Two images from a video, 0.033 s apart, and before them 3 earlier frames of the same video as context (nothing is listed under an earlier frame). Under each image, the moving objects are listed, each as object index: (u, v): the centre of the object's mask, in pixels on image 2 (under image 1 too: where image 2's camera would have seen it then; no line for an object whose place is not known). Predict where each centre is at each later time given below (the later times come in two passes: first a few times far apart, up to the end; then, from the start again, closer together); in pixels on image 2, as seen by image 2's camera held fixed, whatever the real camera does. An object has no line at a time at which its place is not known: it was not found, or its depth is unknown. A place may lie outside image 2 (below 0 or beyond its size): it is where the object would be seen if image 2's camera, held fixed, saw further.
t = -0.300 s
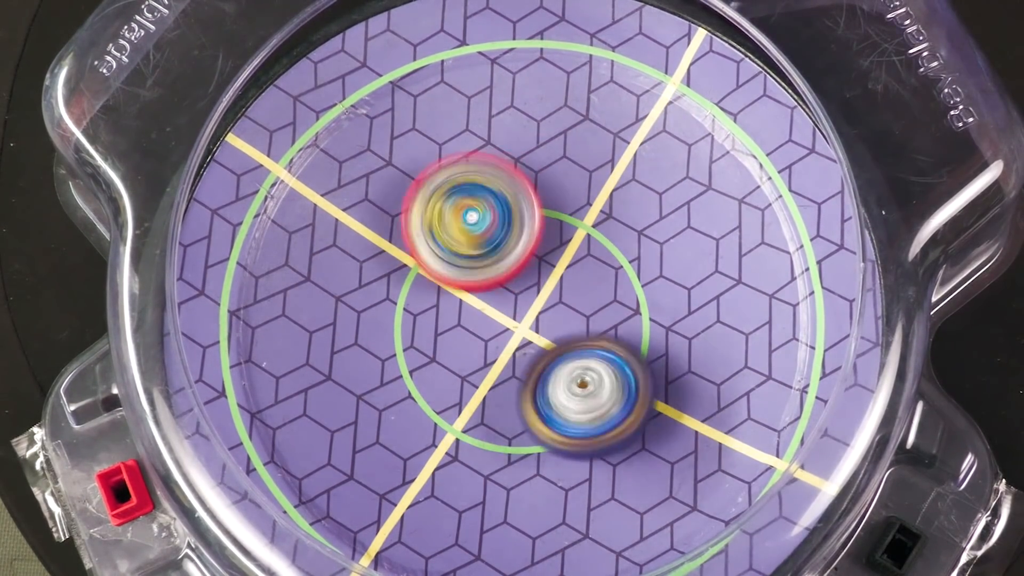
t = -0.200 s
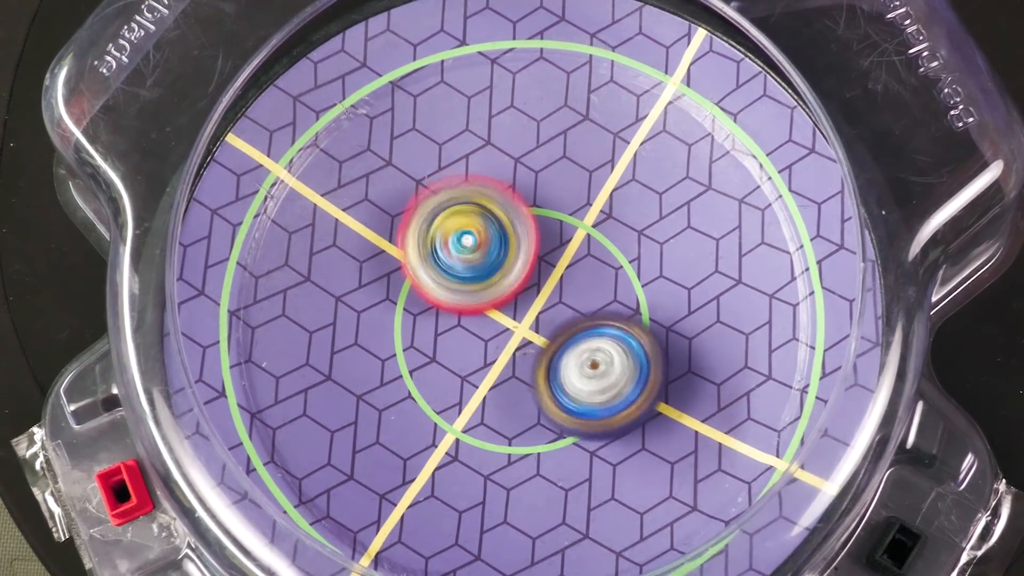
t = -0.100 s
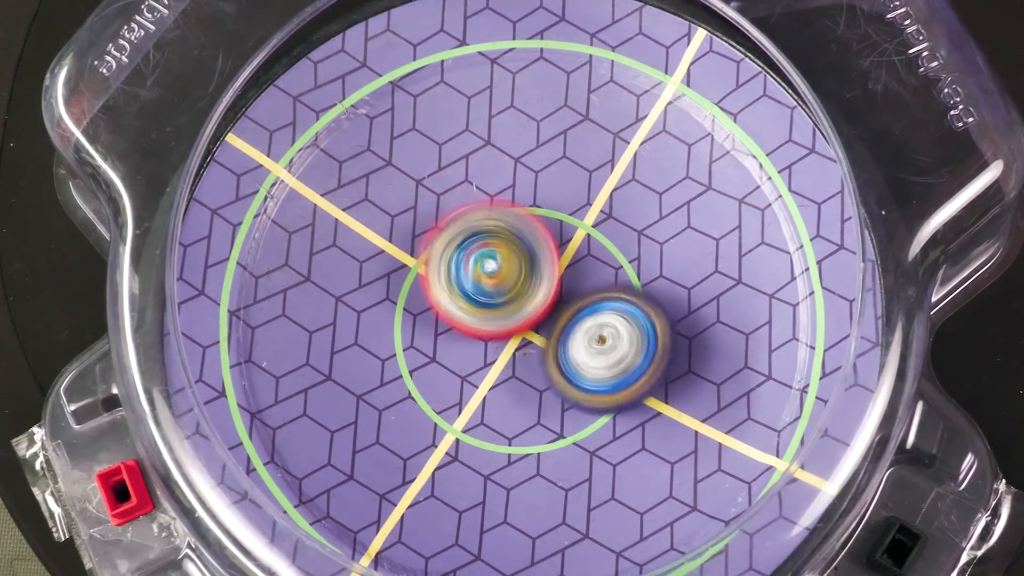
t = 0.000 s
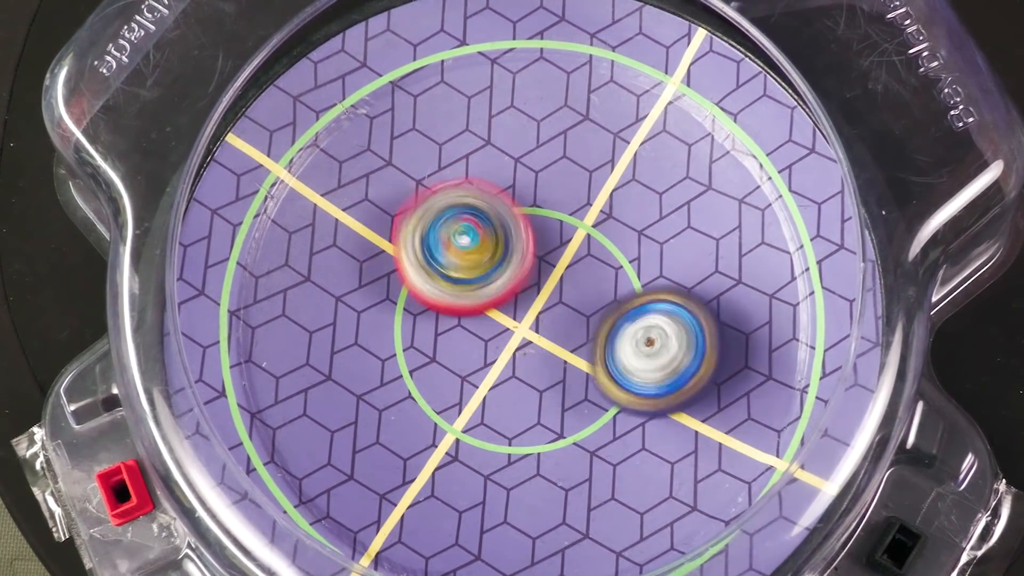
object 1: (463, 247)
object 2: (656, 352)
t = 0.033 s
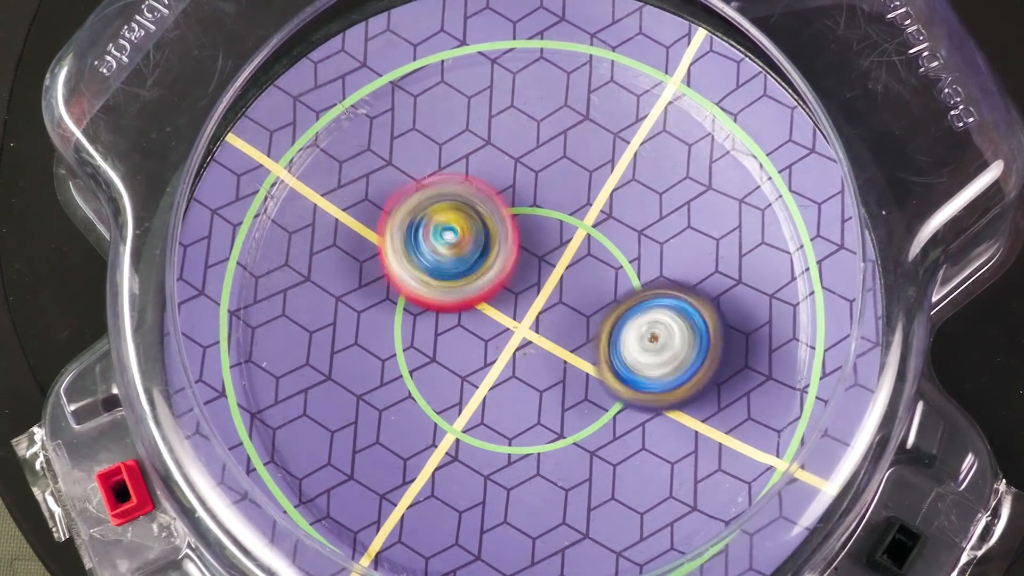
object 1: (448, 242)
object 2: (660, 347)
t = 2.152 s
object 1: (484, 335)
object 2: (572, 182)
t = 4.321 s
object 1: (458, 282)
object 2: (606, 284)
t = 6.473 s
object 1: (468, 349)
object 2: (608, 252)
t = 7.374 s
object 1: (474, 353)
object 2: (585, 257)
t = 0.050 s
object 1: (441, 241)
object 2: (659, 344)
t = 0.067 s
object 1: (434, 241)
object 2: (660, 341)
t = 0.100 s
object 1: (420, 243)
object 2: (658, 334)
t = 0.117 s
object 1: (415, 245)
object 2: (656, 330)
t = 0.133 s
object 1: (410, 248)
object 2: (654, 327)
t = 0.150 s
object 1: (405, 252)
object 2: (653, 323)
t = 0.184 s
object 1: (399, 263)
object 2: (648, 316)
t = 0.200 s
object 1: (399, 268)
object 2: (646, 311)
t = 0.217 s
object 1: (400, 275)
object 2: (643, 307)
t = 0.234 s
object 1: (401, 282)
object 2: (640, 304)
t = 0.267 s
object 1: (410, 293)
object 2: (634, 296)
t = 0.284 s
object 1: (415, 297)
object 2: (630, 291)
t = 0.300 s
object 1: (423, 301)
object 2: (627, 289)
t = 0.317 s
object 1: (431, 304)
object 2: (623, 284)
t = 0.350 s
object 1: (447, 307)
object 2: (616, 276)
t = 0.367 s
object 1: (457, 309)
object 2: (611, 273)
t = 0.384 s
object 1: (465, 308)
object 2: (607, 271)
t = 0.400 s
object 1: (473, 306)
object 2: (603, 266)
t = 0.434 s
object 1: (460, 313)
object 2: (617, 251)
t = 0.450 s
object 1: (452, 318)
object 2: (627, 243)
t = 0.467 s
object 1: (447, 323)
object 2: (636, 237)
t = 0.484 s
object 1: (443, 328)
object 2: (643, 230)
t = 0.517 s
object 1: (438, 340)
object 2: (653, 221)
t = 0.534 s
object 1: (438, 346)
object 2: (656, 217)
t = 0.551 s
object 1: (439, 352)
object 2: (657, 217)
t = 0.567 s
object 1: (441, 358)
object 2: (657, 215)
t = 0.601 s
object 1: (449, 368)
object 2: (653, 216)
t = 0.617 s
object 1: (454, 371)
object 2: (649, 216)
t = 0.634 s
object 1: (459, 373)
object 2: (645, 217)
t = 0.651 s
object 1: (468, 373)
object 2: (640, 217)
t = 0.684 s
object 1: (481, 370)
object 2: (631, 219)
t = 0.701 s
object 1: (488, 367)
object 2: (625, 219)
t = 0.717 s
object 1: (494, 363)
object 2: (620, 221)
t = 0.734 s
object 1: (498, 360)
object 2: (614, 222)
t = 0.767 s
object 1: (509, 348)
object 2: (603, 224)
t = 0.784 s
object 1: (512, 342)
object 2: (597, 225)
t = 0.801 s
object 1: (514, 338)
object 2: (592, 225)
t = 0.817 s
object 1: (503, 347)
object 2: (595, 213)
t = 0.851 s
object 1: (488, 365)
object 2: (606, 182)
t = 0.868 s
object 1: (482, 372)
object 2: (611, 171)
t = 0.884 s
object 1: (479, 377)
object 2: (613, 161)
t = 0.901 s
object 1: (477, 383)
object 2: (615, 153)
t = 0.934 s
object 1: (473, 396)
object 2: (617, 146)
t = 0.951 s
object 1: (472, 400)
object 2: (617, 146)
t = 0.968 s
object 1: (471, 407)
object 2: (616, 147)
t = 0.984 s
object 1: (470, 412)
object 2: (614, 149)
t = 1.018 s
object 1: (473, 422)
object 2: (609, 153)
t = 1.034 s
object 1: (475, 426)
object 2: (606, 157)
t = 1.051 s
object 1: (478, 428)
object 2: (603, 159)
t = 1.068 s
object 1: (481, 430)
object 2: (600, 162)
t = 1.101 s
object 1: (487, 432)
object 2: (593, 170)
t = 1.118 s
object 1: (492, 431)
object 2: (589, 174)
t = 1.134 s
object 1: (496, 429)
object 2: (585, 178)
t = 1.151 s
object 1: (500, 425)
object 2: (580, 183)
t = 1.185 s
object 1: (506, 416)
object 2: (571, 193)
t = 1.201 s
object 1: (509, 411)
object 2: (566, 199)
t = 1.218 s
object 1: (511, 407)
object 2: (562, 204)
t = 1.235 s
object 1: (513, 400)
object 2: (557, 210)
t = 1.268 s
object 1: (517, 386)
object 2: (548, 222)
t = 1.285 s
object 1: (517, 380)
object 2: (543, 229)
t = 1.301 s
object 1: (517, 374)
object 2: (538, 236)
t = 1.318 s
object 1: (512, 387)
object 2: (536, 228)
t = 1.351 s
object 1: (506, 411)
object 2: (536, 199)
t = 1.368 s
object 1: (504, 419)
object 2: (534, 186)
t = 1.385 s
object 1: (503, 423)
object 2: (533, 177)
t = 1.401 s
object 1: (503, 430)
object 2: (533, 167)
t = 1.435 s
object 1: (506, 442)
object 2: (531, 157)
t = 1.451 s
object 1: (506, 448)
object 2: (530, 154)
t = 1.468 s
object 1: (507, 453)
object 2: (528, 152)
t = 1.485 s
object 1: (509, 457)
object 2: (528, 152)
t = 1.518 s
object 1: (516, 465)
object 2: (527, 154)
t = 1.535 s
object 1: (519, 467)
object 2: (528, 157)
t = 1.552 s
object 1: (521, 467)
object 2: (528, 160)
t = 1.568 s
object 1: (524, 467)
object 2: (529, 165)
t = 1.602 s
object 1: (530, 463)
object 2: (531, 171)
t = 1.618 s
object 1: (533, 459)
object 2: (532, 176)
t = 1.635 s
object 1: (534, 456)
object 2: (534, 180)
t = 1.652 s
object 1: (536, 450)
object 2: (535, 184)
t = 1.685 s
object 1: (540, 439)
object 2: (538, 192)
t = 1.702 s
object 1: (540, 433)
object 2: (539, 197)
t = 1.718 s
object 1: (541, 427)
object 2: (541, 202)
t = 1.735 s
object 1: (541, 422)
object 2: (542, 206)
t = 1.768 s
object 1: (539, 408)
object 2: (544, 215)
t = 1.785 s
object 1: (539, 399)
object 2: (545, 220)
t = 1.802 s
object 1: (539, 392)
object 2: (546, 226)
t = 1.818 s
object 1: (537, 387)
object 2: (549, 231)
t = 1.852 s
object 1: (535, 374)
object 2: (551, 238)
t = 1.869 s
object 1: (533, 379)
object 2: (552, 230)
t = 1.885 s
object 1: (529, 383)
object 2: (556, 217)
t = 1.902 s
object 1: (528, 383)
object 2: (556, 205)
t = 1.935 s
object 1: (522, 380)
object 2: (558, 189)
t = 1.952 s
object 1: (522, 377)
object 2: (559, 183)
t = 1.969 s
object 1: (520, 376)
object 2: (559, 180)
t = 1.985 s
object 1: (517, 372)
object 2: (561, 177)
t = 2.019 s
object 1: (511, 365)
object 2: (563, 175)
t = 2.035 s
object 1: (508, 360)
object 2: (564, 176)
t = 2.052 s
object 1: (505, 357)
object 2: (566, 177)
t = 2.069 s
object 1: (501, 353)
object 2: (567, 177)
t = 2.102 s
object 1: (494, 345)
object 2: (570, 179)
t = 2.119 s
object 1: (491, 342)
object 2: (570, 180)
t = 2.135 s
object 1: (488, 339)
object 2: (571, 181)
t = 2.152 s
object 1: (484, 335)
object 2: (572, 182)
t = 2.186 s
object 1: (476, 328)
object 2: (571, 183)
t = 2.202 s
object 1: (473, 325)
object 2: (572, 185)
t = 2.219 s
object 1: (470, 323)
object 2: (572, 186)
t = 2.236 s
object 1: (467, 319)
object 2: (571, 188)
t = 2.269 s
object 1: (460, 312)
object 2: (570, 191)
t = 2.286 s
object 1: (457, 309)
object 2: (569, 192)
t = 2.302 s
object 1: (453, 307)
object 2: (570, 194)
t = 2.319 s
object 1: (451, 304)
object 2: (570, 195)
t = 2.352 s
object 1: (446, 299)
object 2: (570, 198)
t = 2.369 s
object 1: (443, 296)
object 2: (571, 199)
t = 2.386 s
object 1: (440, 294)
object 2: (570, 200)
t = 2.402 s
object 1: (437, 291)
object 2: (570, 202)
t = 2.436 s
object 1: (434, 288)
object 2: (569, 204)
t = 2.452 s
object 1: (433, 287)
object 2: (569, 208)
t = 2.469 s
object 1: (433, 286)
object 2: (569, 210)
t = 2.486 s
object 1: (432, 285)
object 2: (569, 211)
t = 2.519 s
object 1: (434, 284)
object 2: (568, 217)
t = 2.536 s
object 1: (435, 283)
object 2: (567, 218)
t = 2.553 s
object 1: (437, 282)
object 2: (565, 221)
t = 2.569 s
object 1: (437, 282)
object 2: (566, 223)
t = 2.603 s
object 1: (432, 284)
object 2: (572, 222)
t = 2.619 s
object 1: (427, 287)
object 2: (580, 221)
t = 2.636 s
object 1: (423, 290)
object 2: (586, 221)
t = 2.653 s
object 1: (421, 293)
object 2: (589, 222)
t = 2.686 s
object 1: (417, 301)
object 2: (595, 225)
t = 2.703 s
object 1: (416, 305)
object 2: (596, 227)
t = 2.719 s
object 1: (416, 309)
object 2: (598, 229)
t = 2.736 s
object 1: (418, 313)
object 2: (599, 231)
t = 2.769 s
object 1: (425, 321)
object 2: (601, 235)
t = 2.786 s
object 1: (428, 323)
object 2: (602, 237)
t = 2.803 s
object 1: (431, 325)
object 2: (603, 239)
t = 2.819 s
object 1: (436, 325)
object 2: (604, 241)
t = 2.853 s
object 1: (448, 328)
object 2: (605, 244)
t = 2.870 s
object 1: (452, 328)
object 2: (606, 247)
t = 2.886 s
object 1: (457, 329)
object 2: (607, 249)
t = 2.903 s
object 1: (462, 327)
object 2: (607, 251)
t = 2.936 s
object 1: (475, 326)
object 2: (607, 256)
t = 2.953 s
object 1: (480, 326)
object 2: (607, 257)
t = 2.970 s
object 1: (479, 328)
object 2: (612, 255)
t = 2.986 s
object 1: (475, 328)
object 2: (617, 251)
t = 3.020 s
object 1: (480, 332)
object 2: (627, 248)
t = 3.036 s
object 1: (480, 335)
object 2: (629, 248)
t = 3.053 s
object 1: (482, 336)
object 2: (631, 248)
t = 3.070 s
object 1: (484, 336)
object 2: (631, 248)
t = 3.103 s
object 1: (489, 340)
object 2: (631, 248)
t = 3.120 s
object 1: (492, 341)
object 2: (631, 249)
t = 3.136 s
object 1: (496, 341)
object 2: (630, 249)
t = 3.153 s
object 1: (497, 342)
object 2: (630, 250)
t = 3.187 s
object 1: (505, 340)
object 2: (628, 253)
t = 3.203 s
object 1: (508, 341)
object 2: (627, 254)
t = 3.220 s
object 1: (509, 340)
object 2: (626, 255)
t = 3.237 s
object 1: (511, 338)
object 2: (626, 256)
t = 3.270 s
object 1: (498, 345)
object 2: (641, 245)
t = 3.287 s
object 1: (491, 347)
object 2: (652, 239)
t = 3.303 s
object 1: (487, 349)
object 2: (661, 232)
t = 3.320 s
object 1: (485, 350)
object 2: (668, 226)
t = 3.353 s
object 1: (481, 352)
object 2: (677, 221)
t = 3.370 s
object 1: (481, 355)
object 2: (680, 218)
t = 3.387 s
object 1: (475, 357)
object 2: (681, 215)
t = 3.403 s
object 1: (469, 357)
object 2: (681, 215)
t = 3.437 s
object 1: (460, 356)
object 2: (681, 214)
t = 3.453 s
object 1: (457, 356)
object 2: (679, 215)
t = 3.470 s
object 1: (455, 355)
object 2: (677, 217)
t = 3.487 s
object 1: (452, 356)
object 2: (677, 219)
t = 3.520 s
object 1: (445, 354)
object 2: (671, 220)
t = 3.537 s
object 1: (441, 353)
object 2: (670, 222)
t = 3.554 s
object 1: (438, 350)
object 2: (668, 223)
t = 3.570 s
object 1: (434, 348)
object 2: (665, 225)
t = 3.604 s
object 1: (431, 345)
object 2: (658, 227)
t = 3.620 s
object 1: (429, 343)
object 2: (655, 227)
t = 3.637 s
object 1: (427, 340)
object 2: (650, 227)
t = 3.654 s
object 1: (425, 337)
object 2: (645, 230)
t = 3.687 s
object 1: (423, 330)
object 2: (636, 231)
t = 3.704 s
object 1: (423, 328)
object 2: (629, 232)
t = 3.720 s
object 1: (422, 325)
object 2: (624, 235)
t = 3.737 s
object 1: (423, 323)
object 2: (619, 238)
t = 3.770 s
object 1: (423, 317)
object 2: (605, 241)
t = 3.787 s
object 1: (423, 313)
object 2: (599, 244)
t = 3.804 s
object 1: (425, 310)
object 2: (593, 247)
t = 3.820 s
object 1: (427, 306)
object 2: (585, 251)
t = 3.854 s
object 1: (429, 300)
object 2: (569, 259)
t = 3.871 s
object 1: (430, 298)
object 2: (564, 262)
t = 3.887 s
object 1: (424, 296)
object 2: (567, 261)
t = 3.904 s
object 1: (417, 295)
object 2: (573, 261)
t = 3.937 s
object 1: (410, 290)
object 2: (590, 260)
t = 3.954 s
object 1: (410, 289)
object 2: (594, 260)
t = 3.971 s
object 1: (411, 289)
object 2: (599, 260)
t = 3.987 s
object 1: (410, 289)
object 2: (603, 260)
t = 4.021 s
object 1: (408, 289)
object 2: (606, 263)
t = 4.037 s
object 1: (408, 286)
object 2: (606, 264)
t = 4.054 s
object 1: (409, 284)
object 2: (607, 265)
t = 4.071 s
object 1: (412, 283)
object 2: (607, 268)
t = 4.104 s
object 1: (416, 282)
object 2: (606, 271)
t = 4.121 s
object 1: (417, 282)
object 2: (608, 272)
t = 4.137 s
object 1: (419, 281)
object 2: (608, 274)
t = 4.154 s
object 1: (422, 279)
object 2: (607, 275)
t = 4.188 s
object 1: (431, 277)
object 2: (607, 277)
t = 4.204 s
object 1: (436, 277)
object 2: (607, 279)
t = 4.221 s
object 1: (440, 277)
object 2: (607, 279)
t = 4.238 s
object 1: (444, 278)
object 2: (607, 279)
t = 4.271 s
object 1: (450, 280)
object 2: (605, 282)
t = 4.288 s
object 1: (453, 281)
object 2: (606, 282)
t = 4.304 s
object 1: (455, 281)
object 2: (606, 283)
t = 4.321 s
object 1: (458, 282)
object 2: (606, 284)
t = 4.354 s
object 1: (464, 284)
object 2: (606, 285)
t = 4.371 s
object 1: (464, 285)
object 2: (609, 285)
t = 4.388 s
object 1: (461, 283)
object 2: (613, 285)
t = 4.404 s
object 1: (462, 282)
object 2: (616, 284)
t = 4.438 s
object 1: (467, 281)
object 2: (620, 285)
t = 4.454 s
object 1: (471, 284)
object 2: (619, 286)
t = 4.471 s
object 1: (473, 288)
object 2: (620, 286)
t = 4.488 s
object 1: (472, 293)
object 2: (619, 286)
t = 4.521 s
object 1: (467, 298)
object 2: (618, 287)
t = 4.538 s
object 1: (468, 300)
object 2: (617, 287)
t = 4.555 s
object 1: (467, 299)
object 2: (616, 288)
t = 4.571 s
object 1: (470, 300)
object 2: (615, 290)
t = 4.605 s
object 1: (474, 305)
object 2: (614, 290)
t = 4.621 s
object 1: (474, 309)
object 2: (614, 290)
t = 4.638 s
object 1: (466, 313)
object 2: (621, 287)
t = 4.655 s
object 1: (457, 314)
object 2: (626, 285)
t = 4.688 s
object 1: (453, 315)
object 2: (631, 284)
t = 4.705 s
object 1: (452, 315)
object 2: (632, 282)
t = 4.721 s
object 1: (455, 317)
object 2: (632, 282)
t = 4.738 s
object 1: (455, 318)
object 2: (630, 282)
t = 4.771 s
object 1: (455, 323)
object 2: (630, 283)
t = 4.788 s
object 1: (454, 327)
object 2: (629, 283)
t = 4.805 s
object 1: (452, 328)
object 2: (629, 282)
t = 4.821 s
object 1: (449, 329)
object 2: (627, 283)
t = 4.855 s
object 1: (447, 329)
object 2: (626, 282)
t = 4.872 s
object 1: (448, 329)
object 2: (624, 281)
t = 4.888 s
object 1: (450, 329)
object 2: (623, 282)
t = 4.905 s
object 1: (451, 330)
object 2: (622, 282)
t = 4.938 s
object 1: (452, 332)
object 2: (619, 282)
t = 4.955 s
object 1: (452, 332)
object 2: (617, 282)
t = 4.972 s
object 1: (452, 331)
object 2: (614, 283)
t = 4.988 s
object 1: (455, 330)
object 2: (613, 284)
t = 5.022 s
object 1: (462, 328)
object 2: (606, 285)
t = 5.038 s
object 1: (464, 330)
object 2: (603, 286)
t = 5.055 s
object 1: (463, 332)
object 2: (602, 285)
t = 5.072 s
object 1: (460, 334)
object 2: (602, 283)
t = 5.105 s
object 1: (455, 332)
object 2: (600, 281)
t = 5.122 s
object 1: (457, 329)
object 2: (598, 282)
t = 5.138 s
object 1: (461, 329)
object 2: (596, 283)
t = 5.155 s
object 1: (462, 328)
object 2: (597, 283)
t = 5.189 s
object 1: (459, 335)
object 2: (598, 280)
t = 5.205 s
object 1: (453, 341)
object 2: (601, 276)
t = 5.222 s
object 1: (449, 344)
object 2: (602, 273)
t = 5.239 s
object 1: (445, 346)
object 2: (601, 272)
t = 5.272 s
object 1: (445, 346)
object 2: (600, 270)
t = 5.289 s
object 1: (445, 347)
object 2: (598, 271)
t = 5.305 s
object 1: (446, 349)
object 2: (597, 272)
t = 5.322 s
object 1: (449, 351)
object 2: (596, 274)
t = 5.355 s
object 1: (444, 354)
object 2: (595, 275)
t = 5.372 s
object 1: (442, 355)
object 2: (595, 275)
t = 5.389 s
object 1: (440, 352)
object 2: (594, 277)
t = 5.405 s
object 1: (442, 351)
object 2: (594, 277)
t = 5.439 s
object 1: (445, 351)
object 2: (591, 277)
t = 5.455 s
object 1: (447, 352)
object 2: (590, 278)
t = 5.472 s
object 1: (447, 352)
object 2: (589, 280)
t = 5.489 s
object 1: (446, 350)
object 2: (588, 282)
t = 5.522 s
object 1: (449, 345)
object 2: (585, 284)
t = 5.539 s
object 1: (452, 342)
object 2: (585, 285)
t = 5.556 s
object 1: (453, 342)
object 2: (587, 282)
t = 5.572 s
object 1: (453, 341)
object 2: (590, 278)
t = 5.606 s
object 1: (454, 337)
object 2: (590, 276)
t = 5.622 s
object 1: (455, 336)
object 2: (589, 276)
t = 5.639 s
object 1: (456, 335)
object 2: (588, 276)
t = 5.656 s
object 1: (457, 333)
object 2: (587, 276)
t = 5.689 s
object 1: (448, 332)
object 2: (593, 273)
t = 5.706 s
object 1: (444, 330)
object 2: (599, 270)
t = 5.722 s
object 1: (443, 327)
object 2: (601, 270)
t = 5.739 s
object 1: (444, 325)
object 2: (605, 268)
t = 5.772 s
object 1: (446, 324)
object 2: (608, 266)
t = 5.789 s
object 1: (449, 326)
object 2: (609, 265)
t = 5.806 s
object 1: (449, 329)
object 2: (607, 265)
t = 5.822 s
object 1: (448, 330)
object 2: (606, 265)
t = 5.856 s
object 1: (446, 332)
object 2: (604, 267)
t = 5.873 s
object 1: (444, 332)
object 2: (603, 267)
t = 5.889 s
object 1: (442, 330)
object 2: (602, 268)
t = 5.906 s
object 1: (442, 326)
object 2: (600, 269)
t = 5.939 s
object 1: (450, 322)
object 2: (599, 270)
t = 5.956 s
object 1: (454, 320)
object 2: (599, 271)
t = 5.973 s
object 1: (459, 319)
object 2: (598, 270)
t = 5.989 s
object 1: (462, 321)
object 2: (597, 271)
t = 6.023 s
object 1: (463, 325)
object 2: (598, 269)
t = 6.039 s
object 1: (461, 326)
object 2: (598, 270)
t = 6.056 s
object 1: (459, 324)
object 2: (598, 270)
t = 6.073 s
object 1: (459, 321)
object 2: (598, 271)
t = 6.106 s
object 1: (464, 318)
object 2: (597, 273)
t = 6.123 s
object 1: (467, 316)
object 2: (596, 273)
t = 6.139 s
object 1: (468, 320)
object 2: (599, 270)
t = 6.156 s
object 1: (468, 324)
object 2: (602, 265)
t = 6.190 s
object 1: (467, 328)
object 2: (607, 257)
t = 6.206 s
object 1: (466, 329)
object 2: (606, 255)
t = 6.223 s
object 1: (467, 329)
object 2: (607, 253)
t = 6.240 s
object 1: (469, 330)
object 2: (606, 252)
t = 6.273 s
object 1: (473, 334)
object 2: (601, 253)
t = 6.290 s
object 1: (475, 335)
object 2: (600, 255)
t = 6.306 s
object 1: (475, 338)
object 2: (598, 258)
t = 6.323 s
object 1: (475, 339)
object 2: (597, 260)
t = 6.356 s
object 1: (476, 339)
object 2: (595, 264)
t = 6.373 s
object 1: (478, 338)
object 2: (595, 266)
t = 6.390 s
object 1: (479, 340)
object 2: (597, 267)
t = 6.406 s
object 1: (476, 344)
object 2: (603, 263)
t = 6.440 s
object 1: (469, 348)
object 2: (610, 254)
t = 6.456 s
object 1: (469, 348)
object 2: (609, 253)
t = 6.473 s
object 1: (468, 349)
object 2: (608, 252)
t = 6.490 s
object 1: (467, 348)
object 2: (607, 252)
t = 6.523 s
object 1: (472, 348)
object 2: (604, 256)
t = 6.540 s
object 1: (472, 348)
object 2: (603, 258)
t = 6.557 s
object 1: (473, 348)
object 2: (602, 261)
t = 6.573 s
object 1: (475, 350)
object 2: (601, 263)
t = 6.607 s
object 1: (476, 355)
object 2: (601, 267)
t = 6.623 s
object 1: (475, 356)
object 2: (601, 268)
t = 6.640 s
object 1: (474, 356)
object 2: (600, 270)
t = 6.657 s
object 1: (473, 356)
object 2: (599, 271)
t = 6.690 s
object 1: (471, 353)
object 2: (594, 271)
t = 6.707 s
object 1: (471, 350)
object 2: (593, 273)
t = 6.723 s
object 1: (472, 347)
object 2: (590, 274)
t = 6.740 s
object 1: (468, 348)
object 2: (594, 272)
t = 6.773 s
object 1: (460, 346)
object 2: (599, 265)
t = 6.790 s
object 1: (461, 344)
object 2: (598, 261)
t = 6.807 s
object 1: (462, 342)
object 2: (597, 260)
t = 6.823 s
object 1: (465, 343)
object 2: (597, 256)
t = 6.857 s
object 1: (470, 343)
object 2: (594, 255)
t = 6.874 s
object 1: (472, 344)
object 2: (591, 253)
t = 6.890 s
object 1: (475, 345)
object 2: (588, 253)
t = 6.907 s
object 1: (477, 347)
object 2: (585, 254)
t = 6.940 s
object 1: (476, 352)
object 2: (579, 256)
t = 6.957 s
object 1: (472, 357)
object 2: (580, 255)
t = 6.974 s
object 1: (465, 361)
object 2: (579, 254)
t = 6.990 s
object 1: (460, 362)
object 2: (579, 252)
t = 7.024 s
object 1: (455, 357)
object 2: (577, 252)
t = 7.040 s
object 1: (453, 354)
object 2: (576, 254)
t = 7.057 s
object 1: (454, 352)
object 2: (576, 255)
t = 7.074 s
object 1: (455, 349)
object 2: (575, 256)
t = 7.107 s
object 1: (461, 343)
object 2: (576, 259)
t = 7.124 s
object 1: (463, 343)
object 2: (577, 259)
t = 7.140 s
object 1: (463, 345)
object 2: (581, 256)
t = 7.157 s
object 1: (465, 348)
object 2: (585, 253)
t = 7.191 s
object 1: (469, 350)
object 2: (588, 250)
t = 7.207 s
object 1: (472, 352)
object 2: (589, 250)
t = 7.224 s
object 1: (474, 353)
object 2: (588, 252)
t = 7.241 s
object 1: (476, 353)
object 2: (587, 253)
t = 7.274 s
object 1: (476, 354)
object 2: (584, 259)
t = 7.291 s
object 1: (476, 353)
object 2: (584, 261)
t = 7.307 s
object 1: (474, 353)
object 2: (585, 261)
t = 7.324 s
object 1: (473, 353)
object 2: (585, 258)
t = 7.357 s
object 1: (473, 353)
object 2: (585, 256)
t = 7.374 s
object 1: (474, 353)
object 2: (585, 257)
